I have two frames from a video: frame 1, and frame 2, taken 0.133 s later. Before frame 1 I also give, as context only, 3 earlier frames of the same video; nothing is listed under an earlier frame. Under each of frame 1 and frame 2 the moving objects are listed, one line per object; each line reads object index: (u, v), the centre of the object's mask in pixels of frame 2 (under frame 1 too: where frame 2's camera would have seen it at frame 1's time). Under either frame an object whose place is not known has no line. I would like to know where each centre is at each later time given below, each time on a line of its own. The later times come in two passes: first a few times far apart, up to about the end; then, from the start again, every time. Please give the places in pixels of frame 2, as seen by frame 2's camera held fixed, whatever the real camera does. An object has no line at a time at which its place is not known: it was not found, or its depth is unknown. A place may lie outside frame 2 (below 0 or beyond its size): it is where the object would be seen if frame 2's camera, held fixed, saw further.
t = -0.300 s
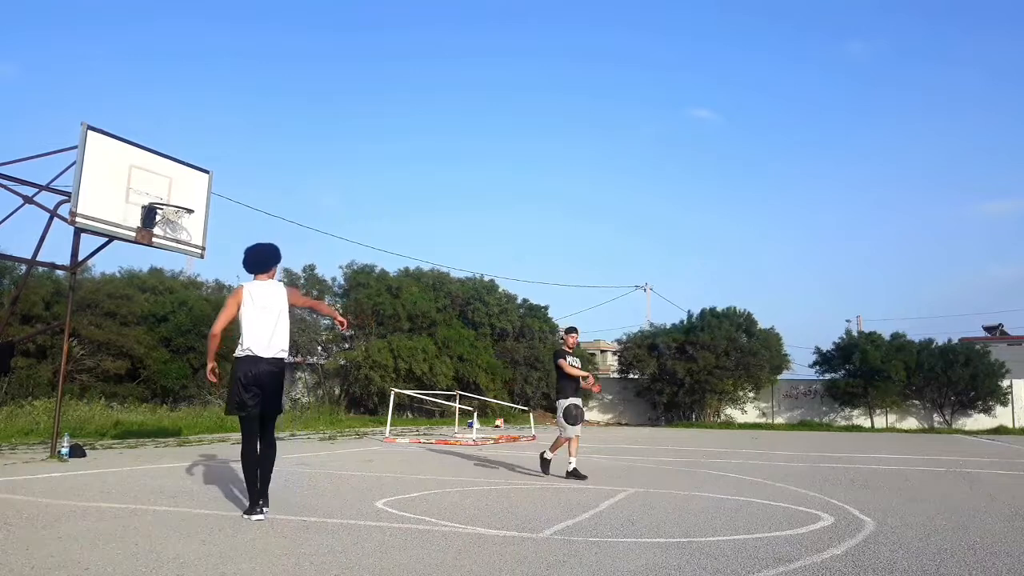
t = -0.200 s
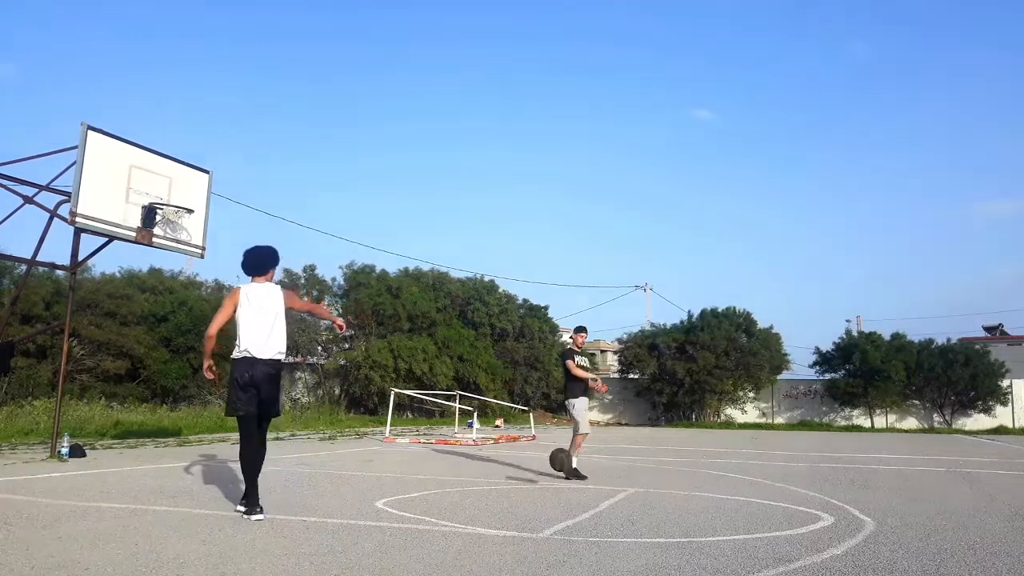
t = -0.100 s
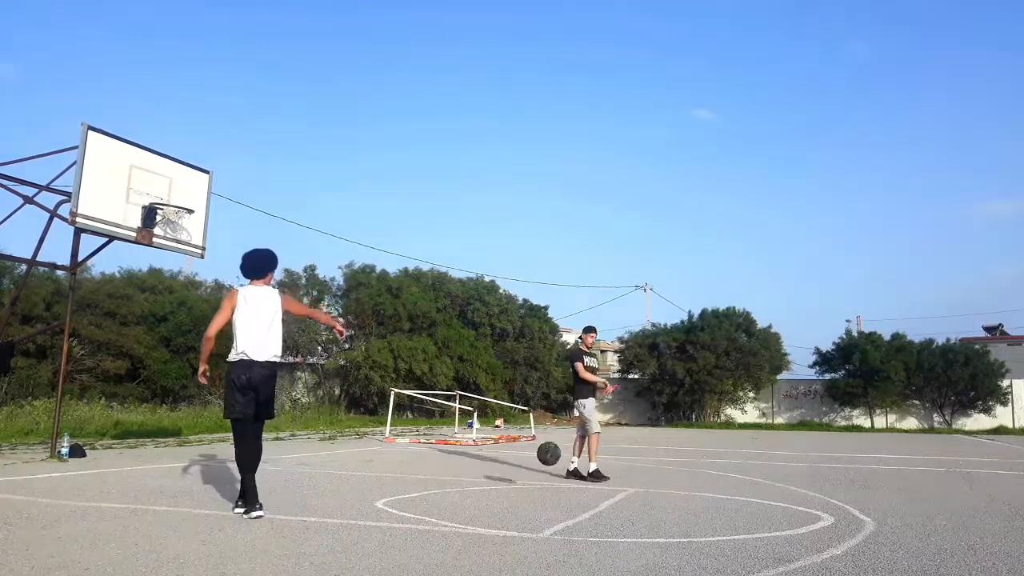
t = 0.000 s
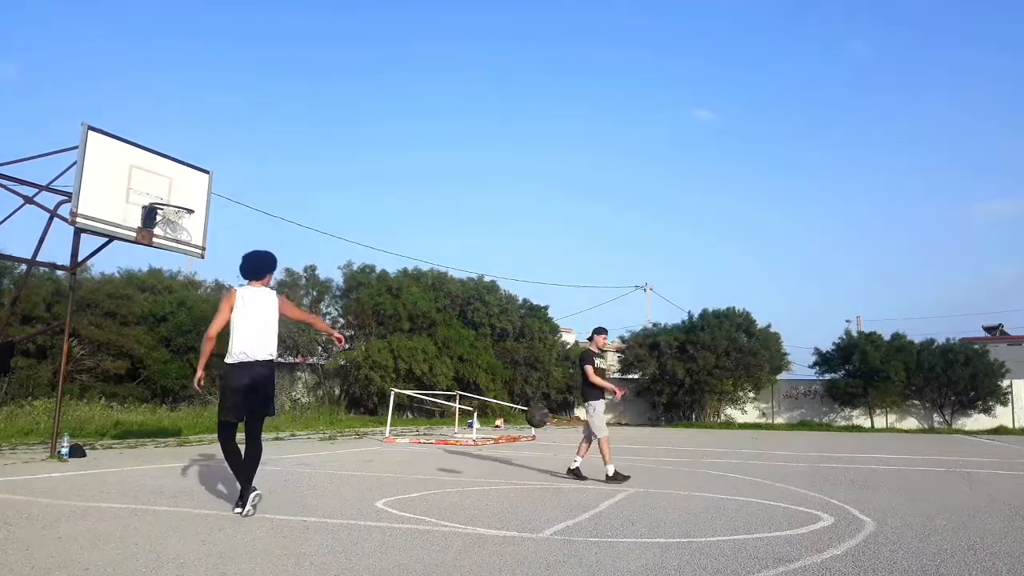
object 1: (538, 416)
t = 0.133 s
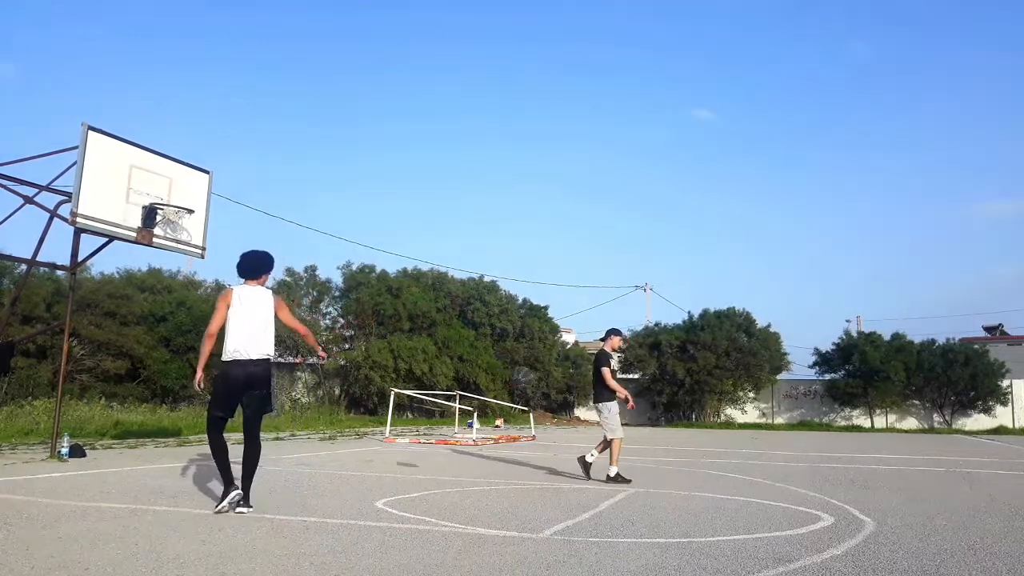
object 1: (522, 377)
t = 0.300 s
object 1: (499, 355)
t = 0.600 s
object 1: (452, 387)
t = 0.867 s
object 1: (401, 484)
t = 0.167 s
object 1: (517, 372)
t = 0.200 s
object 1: (513, 366)
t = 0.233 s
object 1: (509, 362)
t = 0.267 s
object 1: (505, 358)
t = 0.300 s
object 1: (499, 355)
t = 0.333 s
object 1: (496, 355)
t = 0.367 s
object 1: (491, 355)
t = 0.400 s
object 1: (486, 355)
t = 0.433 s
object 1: (481, 357)
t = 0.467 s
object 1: (473, 360)
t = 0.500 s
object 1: (470, 365)
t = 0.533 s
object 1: (464, 371)
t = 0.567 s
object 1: (460, 380)
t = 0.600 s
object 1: (452, 387)
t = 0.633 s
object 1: (447, 397)
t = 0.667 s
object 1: (440, 410)
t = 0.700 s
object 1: (434, 424)
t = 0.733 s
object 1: (427, 440)
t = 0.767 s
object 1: (421, 457)
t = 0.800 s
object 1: (414, 476)
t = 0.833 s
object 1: (406, 497)
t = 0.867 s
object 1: (401, 484)
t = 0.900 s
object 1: (395, 468)
